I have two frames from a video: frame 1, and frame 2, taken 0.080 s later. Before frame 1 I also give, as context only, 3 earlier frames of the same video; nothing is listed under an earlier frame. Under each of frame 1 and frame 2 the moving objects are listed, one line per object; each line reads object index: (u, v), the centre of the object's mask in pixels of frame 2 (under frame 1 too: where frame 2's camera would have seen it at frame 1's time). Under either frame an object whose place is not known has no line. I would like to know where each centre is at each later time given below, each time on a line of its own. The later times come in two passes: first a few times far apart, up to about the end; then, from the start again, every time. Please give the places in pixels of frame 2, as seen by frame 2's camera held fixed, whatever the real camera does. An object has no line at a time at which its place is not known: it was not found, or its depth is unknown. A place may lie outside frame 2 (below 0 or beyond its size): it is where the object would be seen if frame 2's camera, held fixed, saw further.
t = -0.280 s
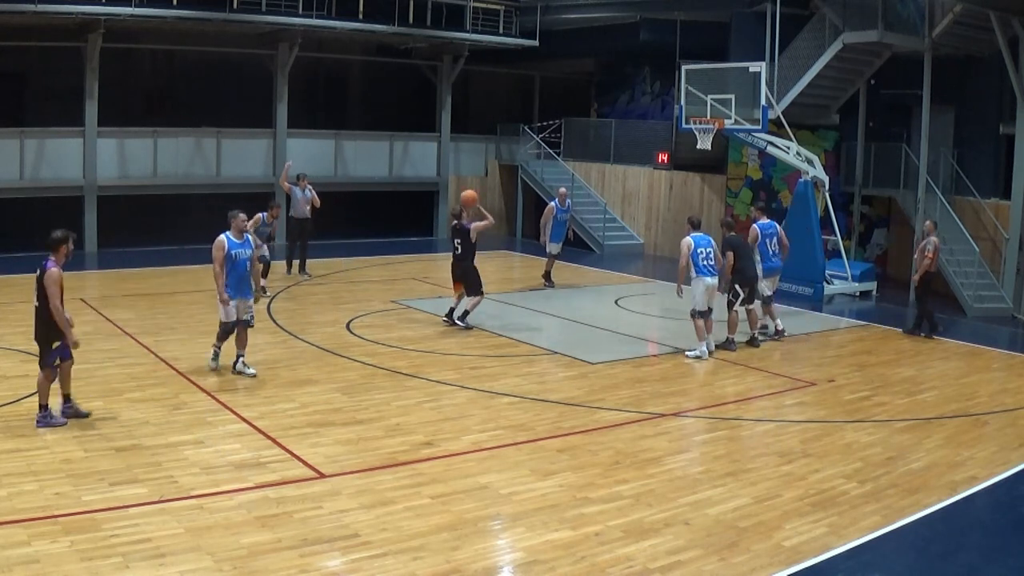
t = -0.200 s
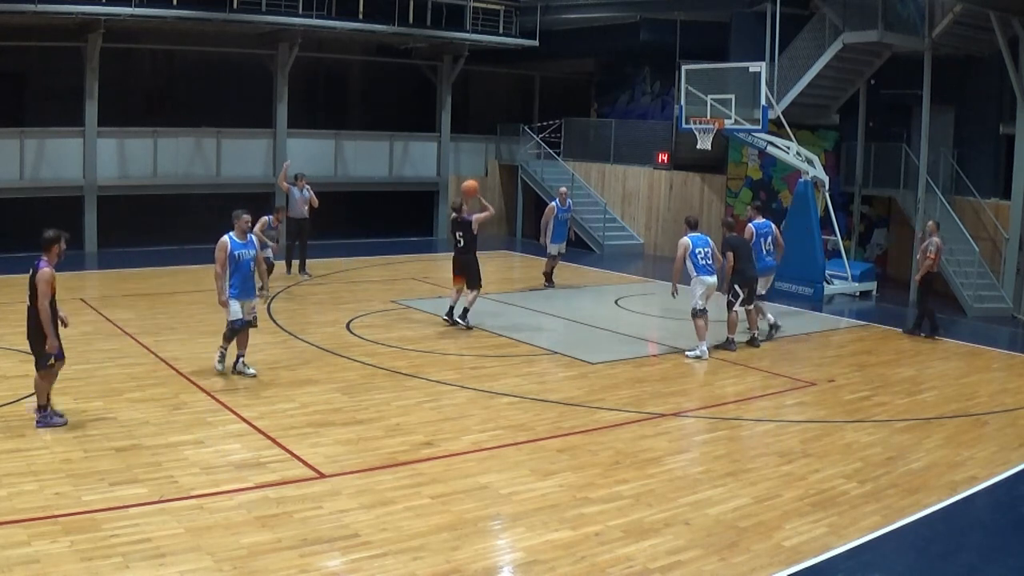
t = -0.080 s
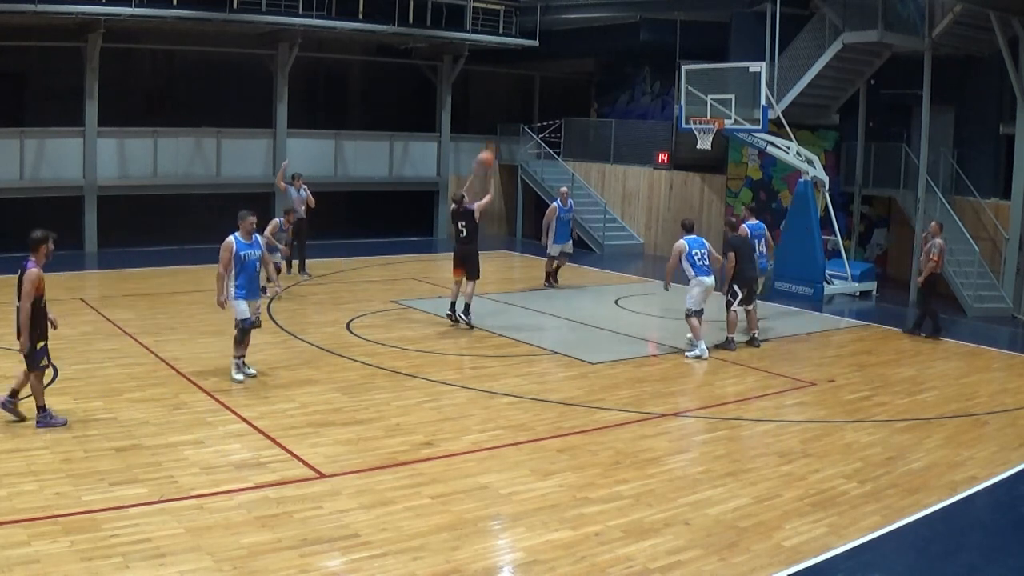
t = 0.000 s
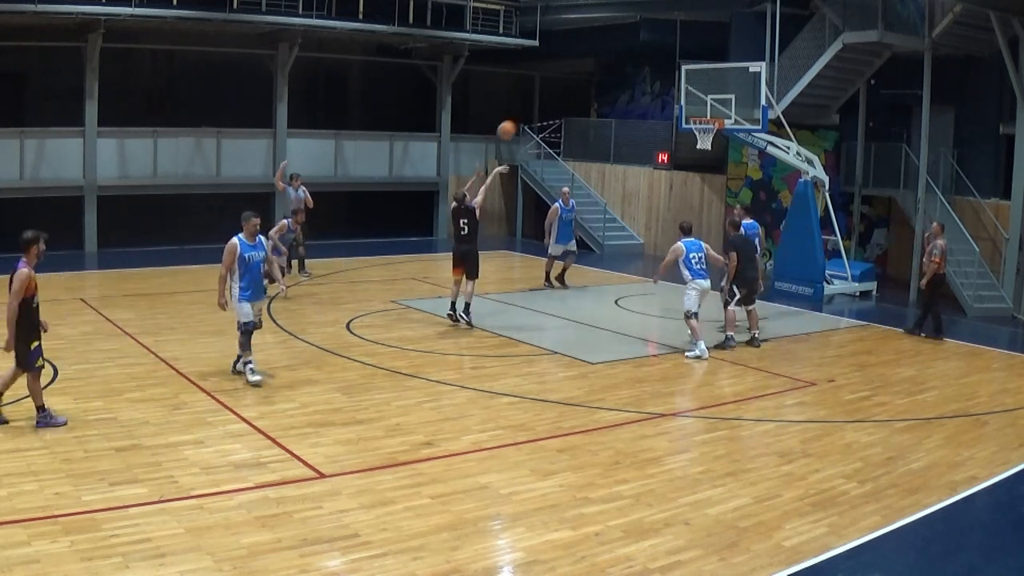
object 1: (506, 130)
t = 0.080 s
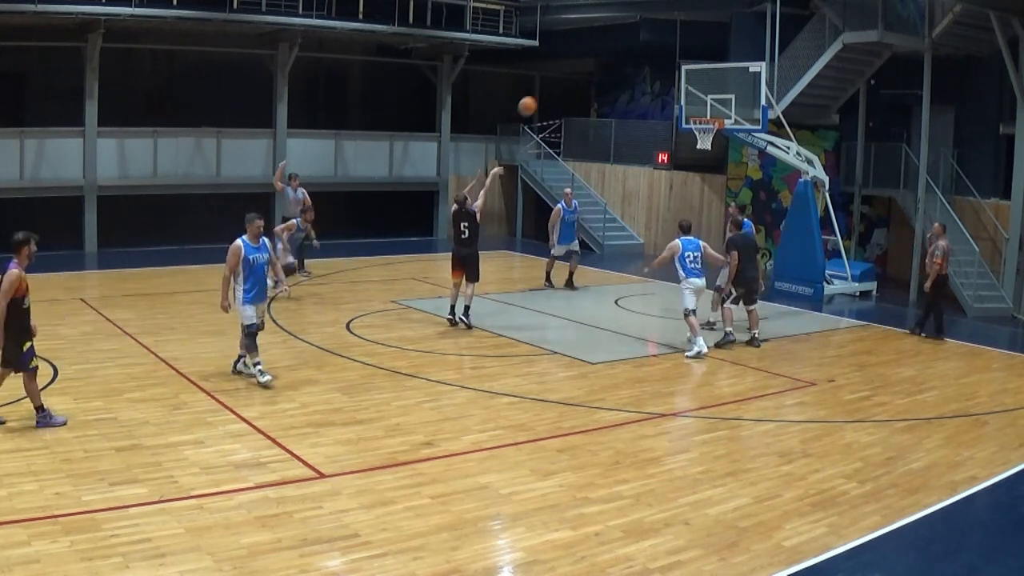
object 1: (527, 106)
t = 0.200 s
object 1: (557, 79)
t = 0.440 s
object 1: (610, 56)
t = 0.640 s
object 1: (650, 67)
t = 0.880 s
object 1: (693, 109)
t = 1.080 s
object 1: (708, 113)
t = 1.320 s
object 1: (682, 114)
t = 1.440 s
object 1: (669, 128)
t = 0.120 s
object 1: (538, 95)
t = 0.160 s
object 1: (547, 86)
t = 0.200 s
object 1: (557, 79)
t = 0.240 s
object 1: (566, 72)
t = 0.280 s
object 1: (575, 67)
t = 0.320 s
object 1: (585, 63)
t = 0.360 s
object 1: (594, 60)
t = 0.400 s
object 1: (602, 57)
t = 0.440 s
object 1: (610, 56)
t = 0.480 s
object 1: (619, 56)
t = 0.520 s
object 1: (627, 57)
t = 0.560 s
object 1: (635, 60)
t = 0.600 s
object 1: (643, 63)
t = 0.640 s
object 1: (650, 67)
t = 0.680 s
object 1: (658, 72)
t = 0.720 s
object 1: (665, 78)
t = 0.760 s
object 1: (672, 84)
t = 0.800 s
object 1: (680, 92)
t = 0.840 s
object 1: (687, 101)
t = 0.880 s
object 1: (693, 109)
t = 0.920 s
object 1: (699, 112)
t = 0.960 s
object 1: (704, 114)
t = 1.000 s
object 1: (708, 115)
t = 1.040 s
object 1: (710, 114)
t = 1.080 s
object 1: (708, 113)
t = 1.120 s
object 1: (704, 111)
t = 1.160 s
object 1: (699, 111)
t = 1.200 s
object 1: (696, 110)
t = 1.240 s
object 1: (692, 110)
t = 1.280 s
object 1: (688, 112)
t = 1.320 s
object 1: (682, 114)
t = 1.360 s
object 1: (678, 118)
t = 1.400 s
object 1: (673, 123)
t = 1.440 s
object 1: (669, 128)
